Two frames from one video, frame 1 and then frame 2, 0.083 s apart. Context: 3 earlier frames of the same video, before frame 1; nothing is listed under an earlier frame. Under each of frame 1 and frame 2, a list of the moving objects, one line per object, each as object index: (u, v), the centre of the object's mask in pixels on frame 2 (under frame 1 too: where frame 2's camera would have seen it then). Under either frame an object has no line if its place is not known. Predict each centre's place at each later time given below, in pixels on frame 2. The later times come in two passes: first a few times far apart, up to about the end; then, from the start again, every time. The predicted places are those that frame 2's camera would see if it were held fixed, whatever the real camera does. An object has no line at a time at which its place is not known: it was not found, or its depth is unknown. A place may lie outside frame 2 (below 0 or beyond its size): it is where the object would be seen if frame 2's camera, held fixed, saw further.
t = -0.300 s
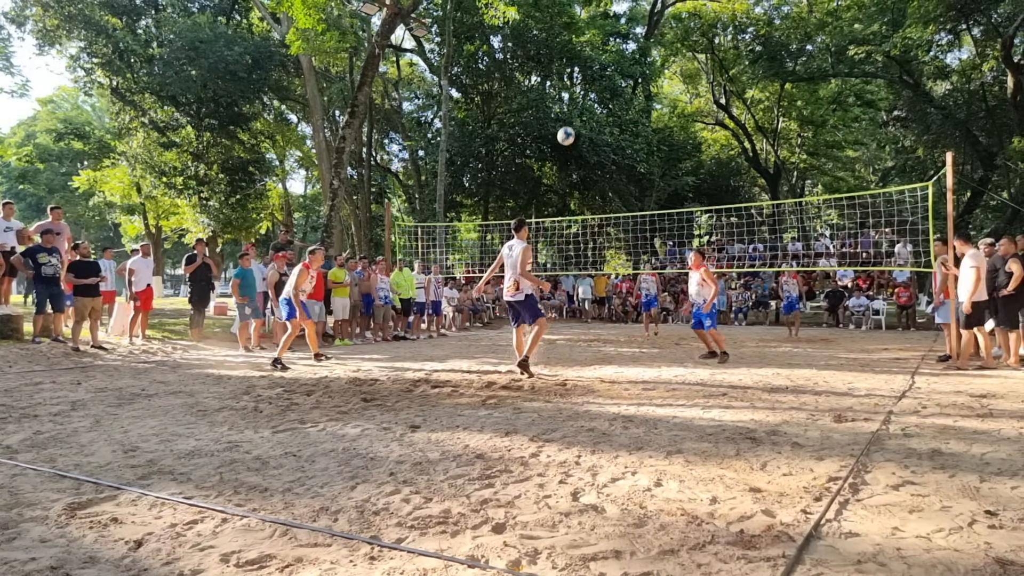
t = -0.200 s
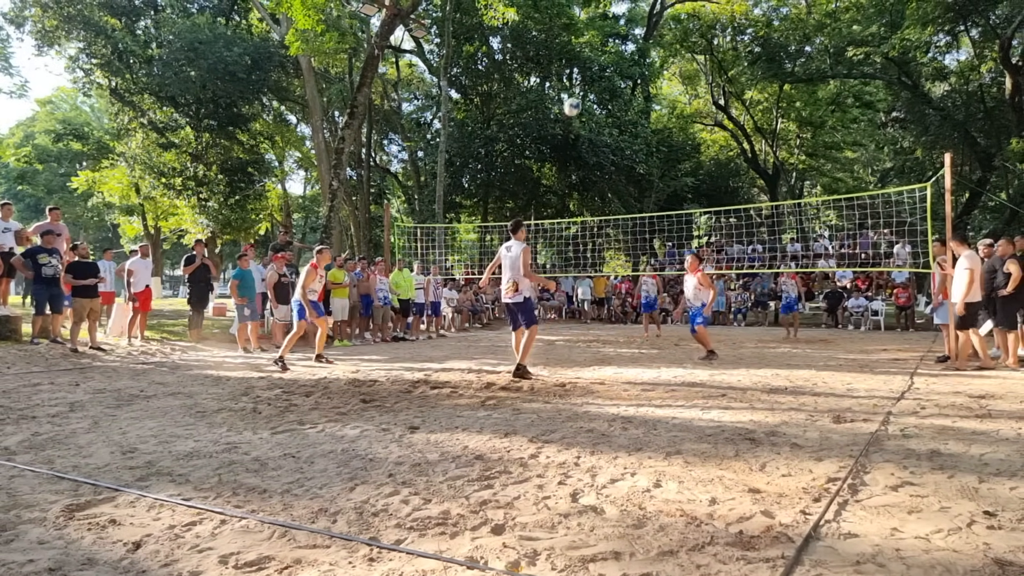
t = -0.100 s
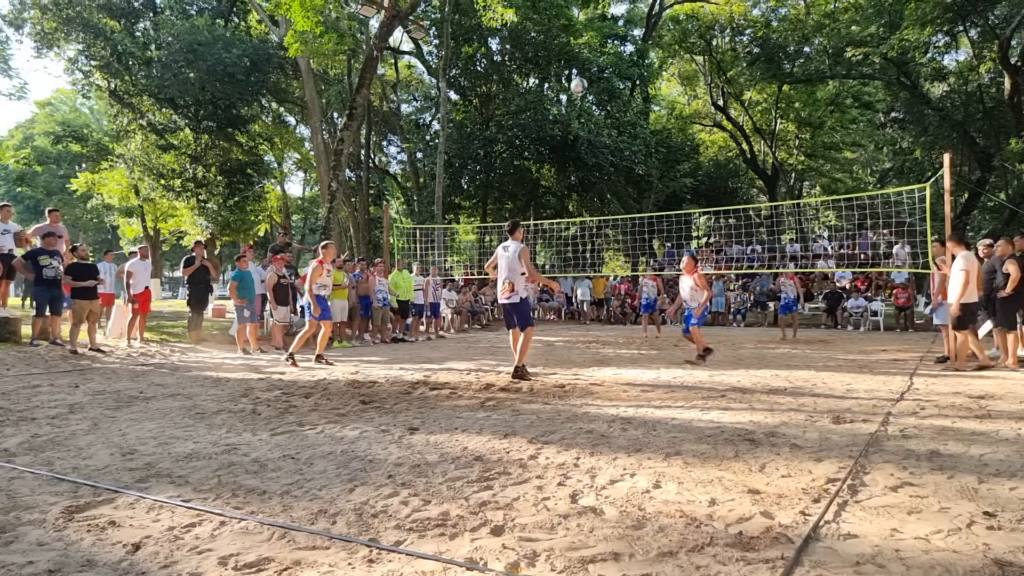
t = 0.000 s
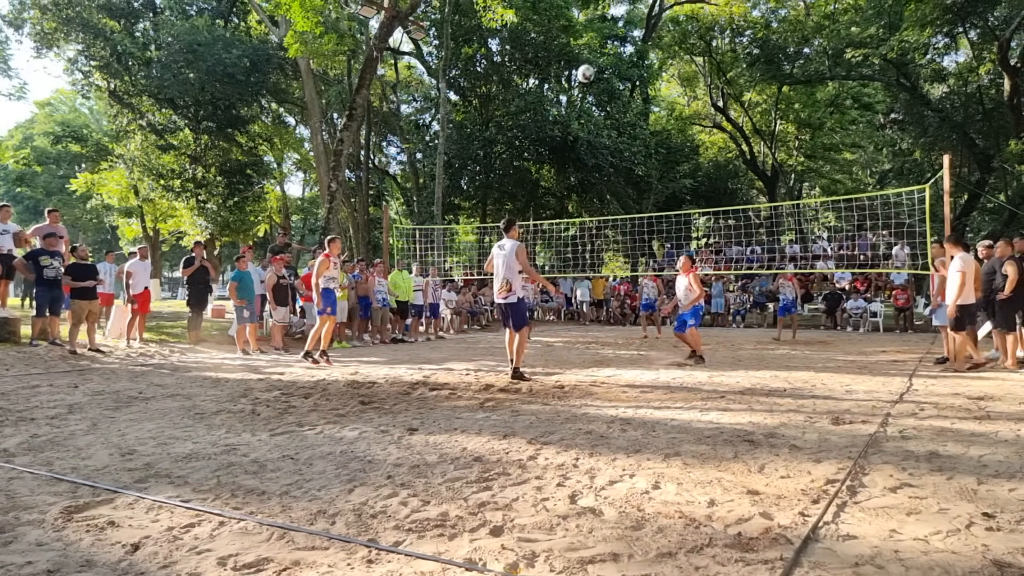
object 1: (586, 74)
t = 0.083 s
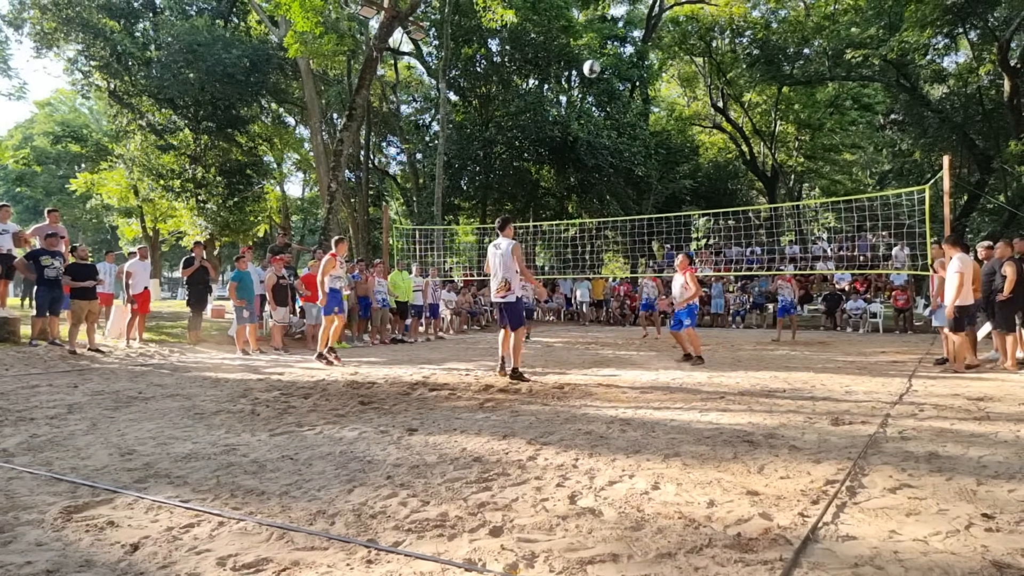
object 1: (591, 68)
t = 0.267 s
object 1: (604, 74)
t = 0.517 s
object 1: (621, 118)
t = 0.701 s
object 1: (634, 176)
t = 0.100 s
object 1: (593, 68)
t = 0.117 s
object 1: (594, 68)
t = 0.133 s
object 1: (595, 67)
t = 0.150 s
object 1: (596, 68)
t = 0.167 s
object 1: (597, 68)
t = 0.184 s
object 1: (598, 68)
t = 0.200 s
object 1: (600, 69)
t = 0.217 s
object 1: (601, 69)
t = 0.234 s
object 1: (602, 71)
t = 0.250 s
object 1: (603, 72)
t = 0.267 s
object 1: (604, 74)
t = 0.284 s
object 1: (605, 75)
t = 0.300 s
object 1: (606, 77)
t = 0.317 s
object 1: (608, 79)
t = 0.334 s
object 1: (608, 81)
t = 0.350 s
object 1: (609, 83)
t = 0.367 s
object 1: (610, 86)
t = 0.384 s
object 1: (612, 89)
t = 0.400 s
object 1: (614, 92)
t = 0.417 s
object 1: (615, 95)
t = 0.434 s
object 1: (616, 98)
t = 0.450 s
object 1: (617, 102)
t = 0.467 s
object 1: (618, 105)
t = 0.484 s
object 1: (619, 109)
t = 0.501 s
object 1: (620, 114)
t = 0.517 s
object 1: (621, 118)
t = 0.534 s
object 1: (622, 122)
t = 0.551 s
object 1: (624, 127)
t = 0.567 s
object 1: (625, 132)
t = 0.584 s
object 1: (626, 137)
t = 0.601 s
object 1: (627, 142)
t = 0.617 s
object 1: (629, 147)
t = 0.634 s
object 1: (630, 153)
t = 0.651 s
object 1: (631, 158)
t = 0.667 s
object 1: (632, 164)
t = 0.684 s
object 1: (633, 170)
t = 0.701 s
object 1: (634, 176)
